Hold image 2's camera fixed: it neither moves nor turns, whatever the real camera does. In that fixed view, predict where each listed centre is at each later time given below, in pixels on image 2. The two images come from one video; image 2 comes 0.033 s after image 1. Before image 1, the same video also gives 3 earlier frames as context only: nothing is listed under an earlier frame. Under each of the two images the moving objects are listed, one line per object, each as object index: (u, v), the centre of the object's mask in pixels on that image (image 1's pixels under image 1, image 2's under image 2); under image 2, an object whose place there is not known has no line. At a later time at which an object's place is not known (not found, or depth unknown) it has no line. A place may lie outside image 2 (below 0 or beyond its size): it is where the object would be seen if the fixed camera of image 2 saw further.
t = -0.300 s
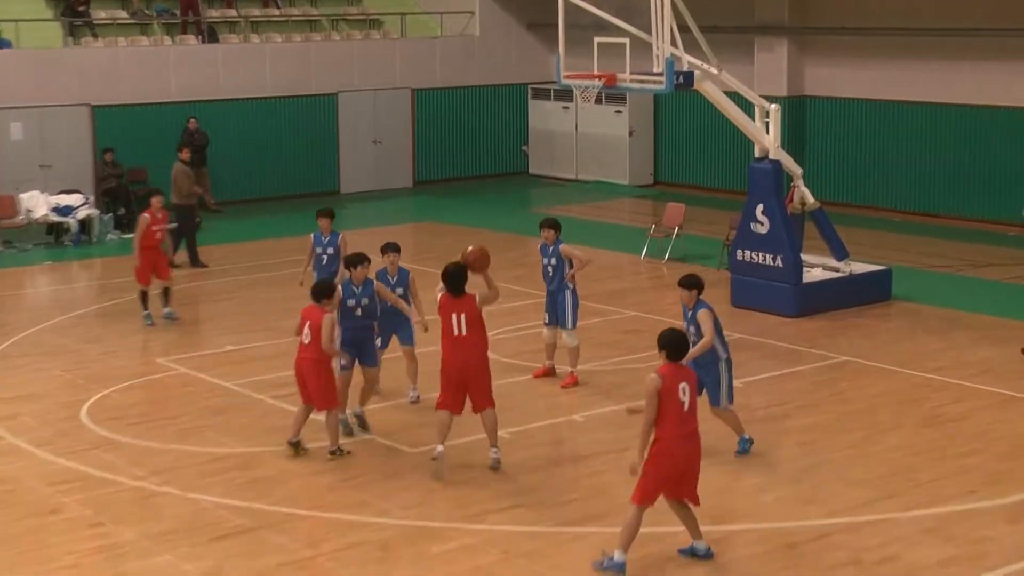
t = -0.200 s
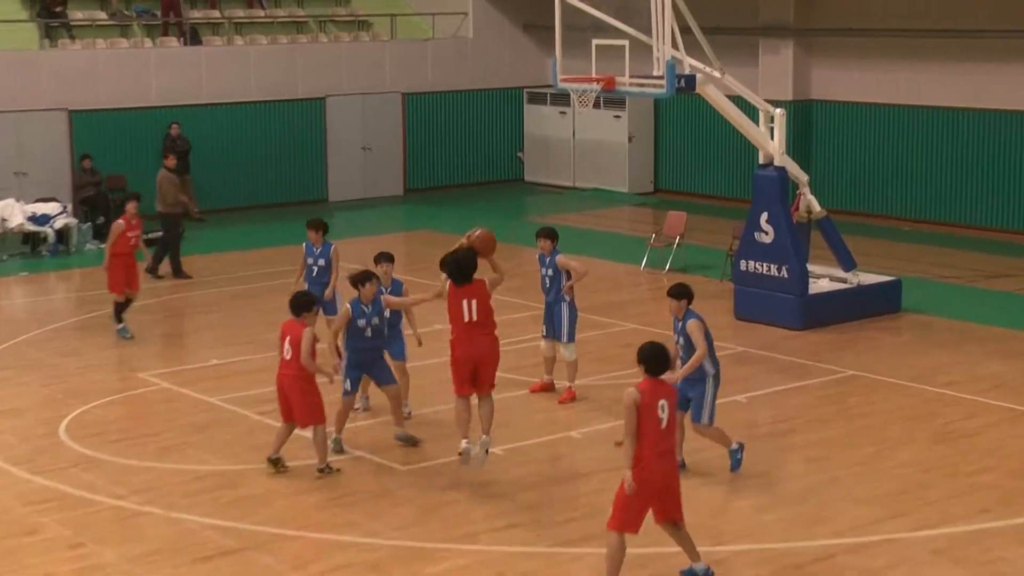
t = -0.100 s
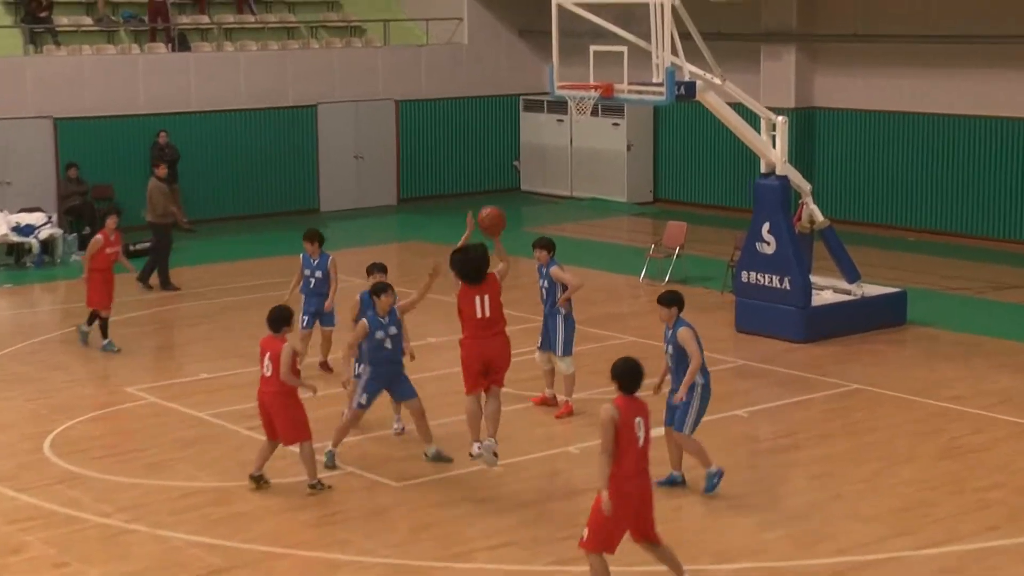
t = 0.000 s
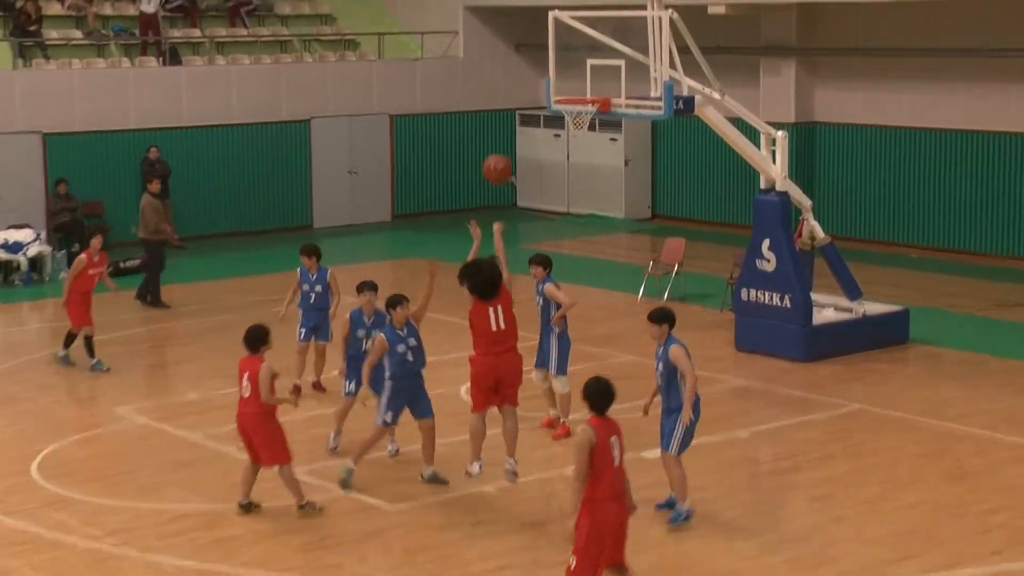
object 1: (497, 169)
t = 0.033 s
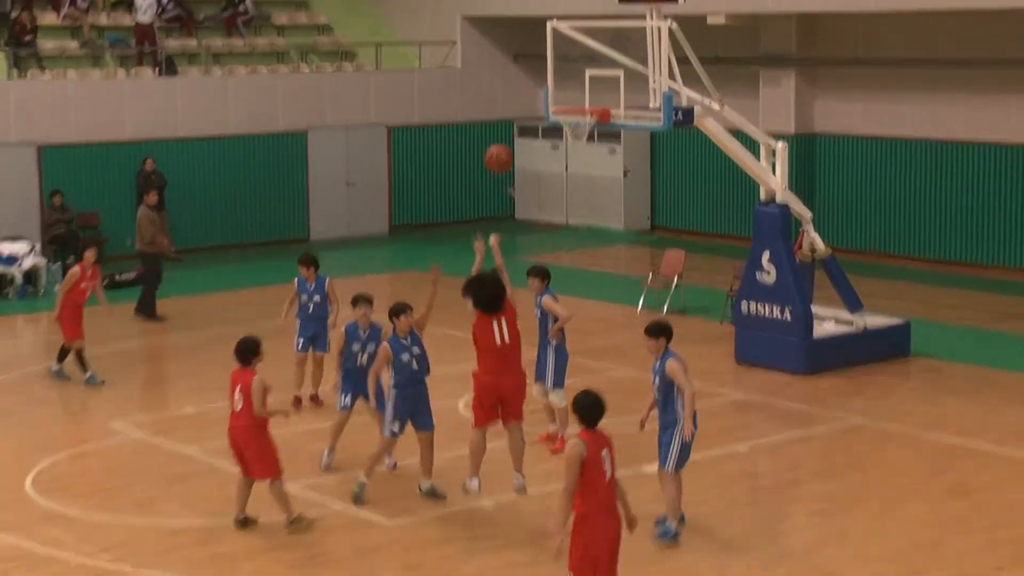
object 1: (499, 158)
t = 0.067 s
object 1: (503, 139)
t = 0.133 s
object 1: (510, 104)
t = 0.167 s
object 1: (514, 90)
